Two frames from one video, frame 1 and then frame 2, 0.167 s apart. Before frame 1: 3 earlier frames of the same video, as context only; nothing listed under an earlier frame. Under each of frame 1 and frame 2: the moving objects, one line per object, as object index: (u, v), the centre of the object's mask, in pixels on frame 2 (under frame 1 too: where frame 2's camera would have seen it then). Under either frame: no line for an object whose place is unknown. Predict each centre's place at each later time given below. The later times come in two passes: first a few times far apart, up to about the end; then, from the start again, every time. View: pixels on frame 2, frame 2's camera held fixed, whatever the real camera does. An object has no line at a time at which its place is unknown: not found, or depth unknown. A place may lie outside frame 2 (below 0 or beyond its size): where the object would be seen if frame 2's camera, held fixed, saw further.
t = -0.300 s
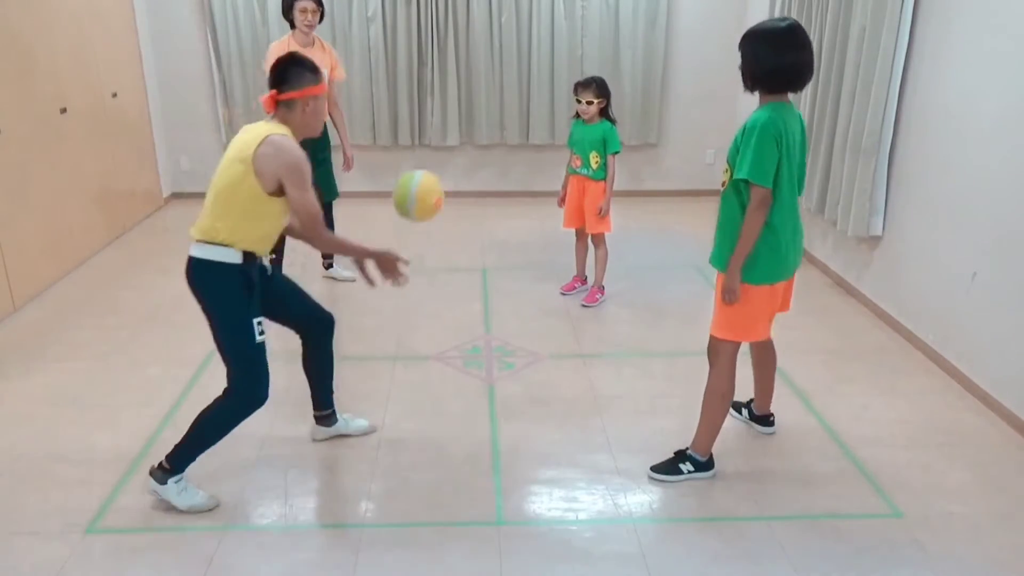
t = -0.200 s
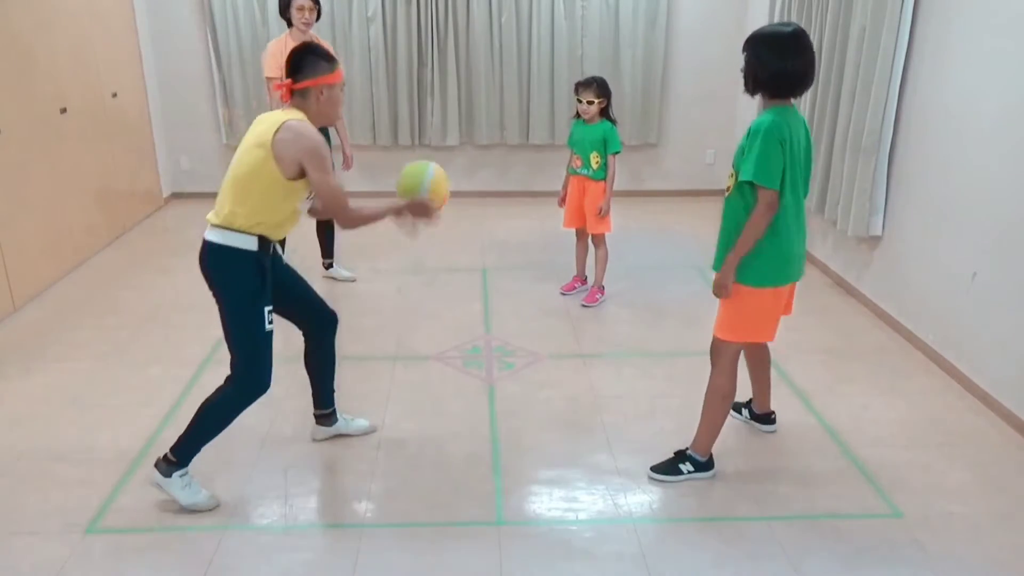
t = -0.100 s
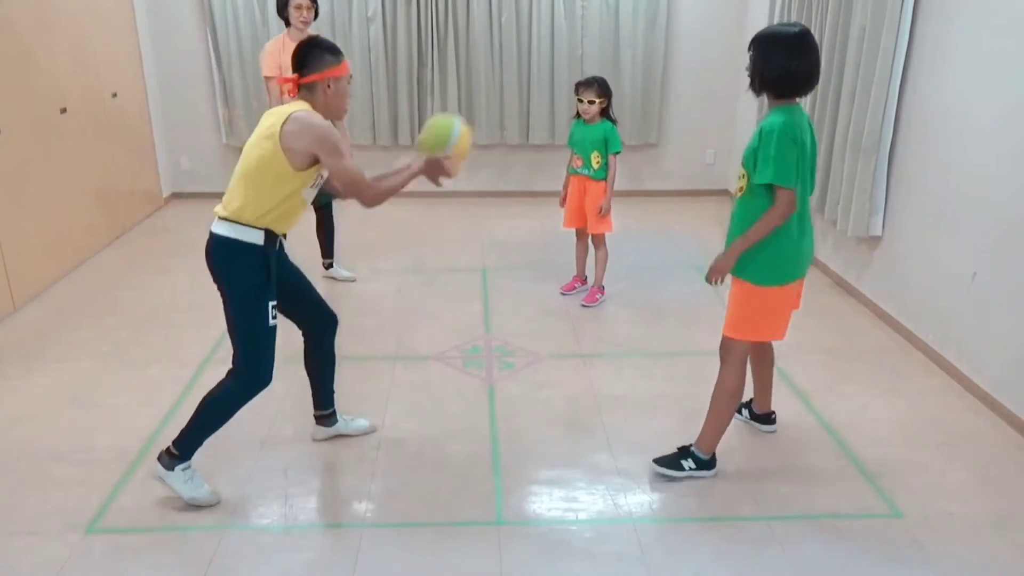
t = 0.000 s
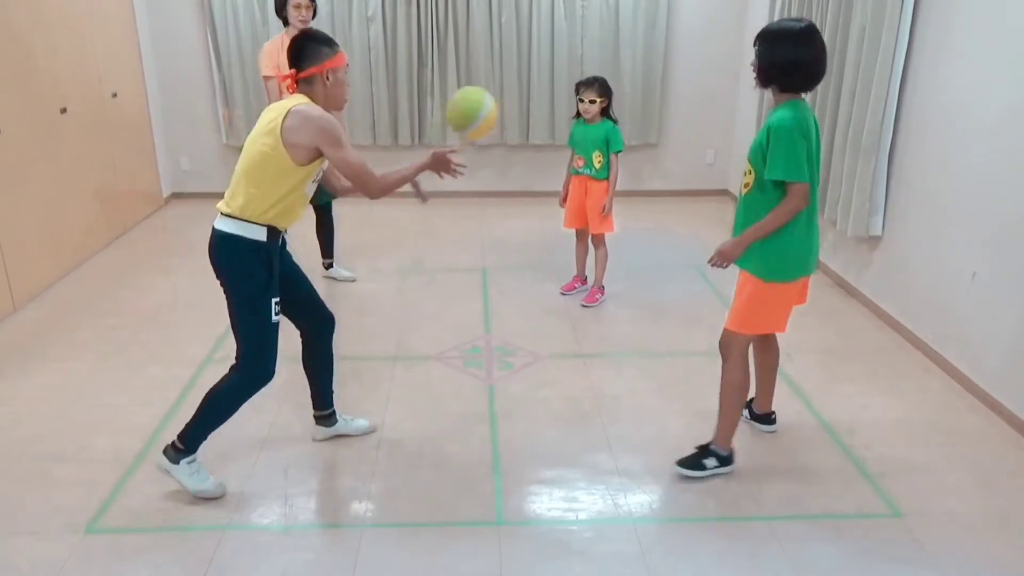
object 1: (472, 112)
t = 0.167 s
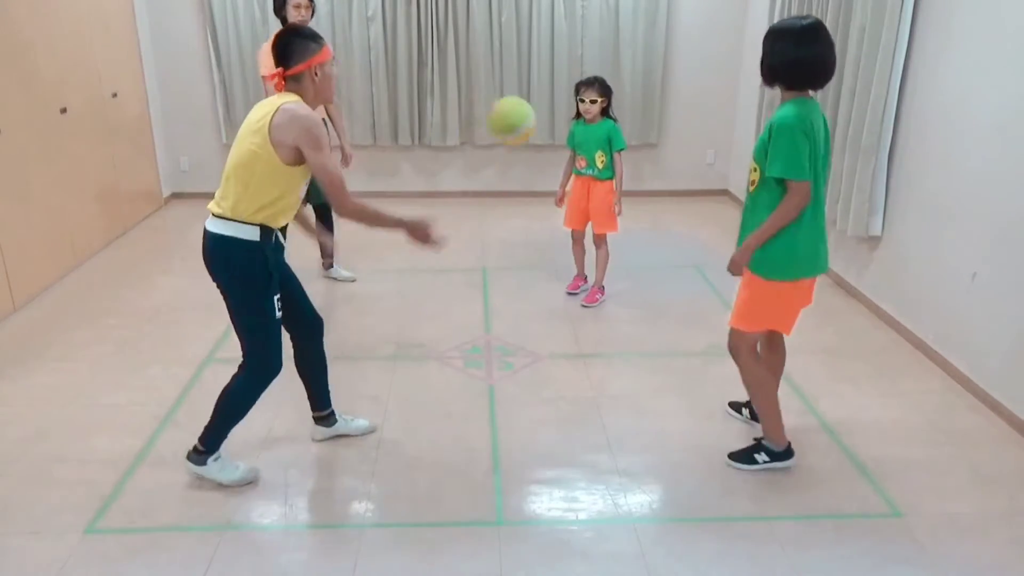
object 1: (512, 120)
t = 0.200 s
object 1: (519, 129)
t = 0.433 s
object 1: (561, 249)
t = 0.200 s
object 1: (519, 129)
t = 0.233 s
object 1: (527, 140)
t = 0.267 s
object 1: (533, 153)
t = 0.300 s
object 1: (540, 170)
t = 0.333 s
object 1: (545, 186)
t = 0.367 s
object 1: (550, 205)
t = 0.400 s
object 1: (556, 226)
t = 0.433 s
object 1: (561, 249)
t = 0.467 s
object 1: (566, 270)
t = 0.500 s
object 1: (570, 295)
